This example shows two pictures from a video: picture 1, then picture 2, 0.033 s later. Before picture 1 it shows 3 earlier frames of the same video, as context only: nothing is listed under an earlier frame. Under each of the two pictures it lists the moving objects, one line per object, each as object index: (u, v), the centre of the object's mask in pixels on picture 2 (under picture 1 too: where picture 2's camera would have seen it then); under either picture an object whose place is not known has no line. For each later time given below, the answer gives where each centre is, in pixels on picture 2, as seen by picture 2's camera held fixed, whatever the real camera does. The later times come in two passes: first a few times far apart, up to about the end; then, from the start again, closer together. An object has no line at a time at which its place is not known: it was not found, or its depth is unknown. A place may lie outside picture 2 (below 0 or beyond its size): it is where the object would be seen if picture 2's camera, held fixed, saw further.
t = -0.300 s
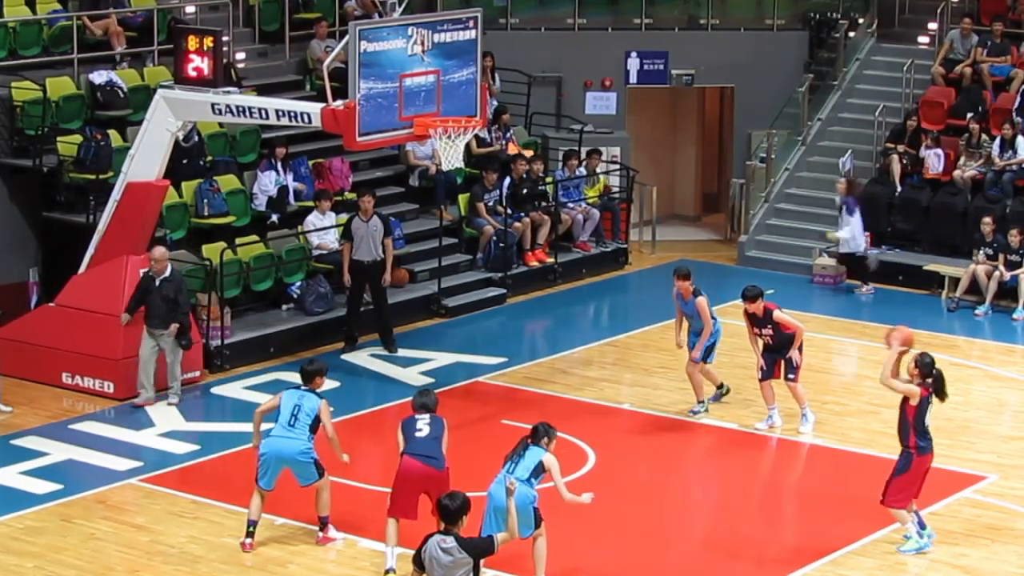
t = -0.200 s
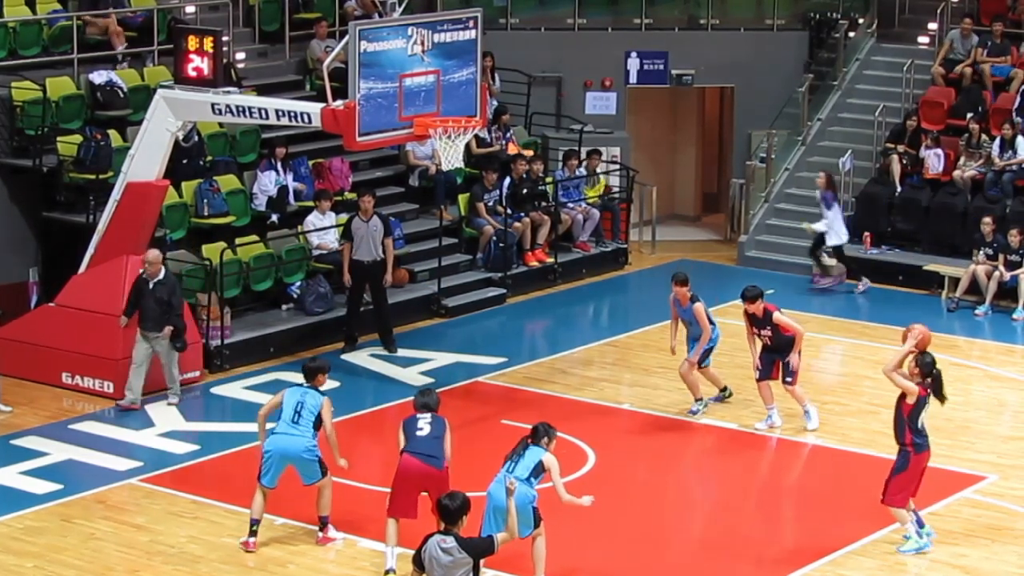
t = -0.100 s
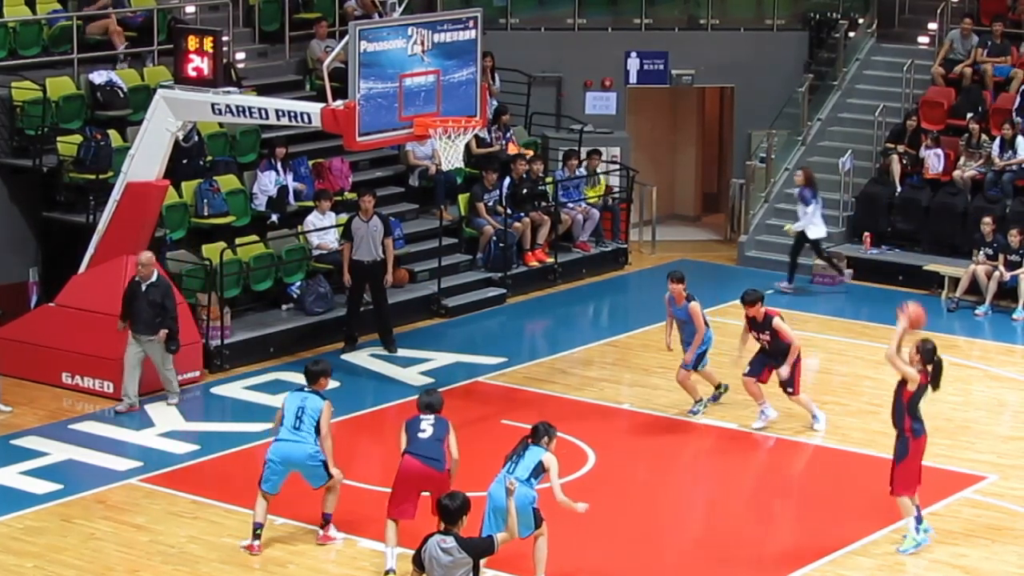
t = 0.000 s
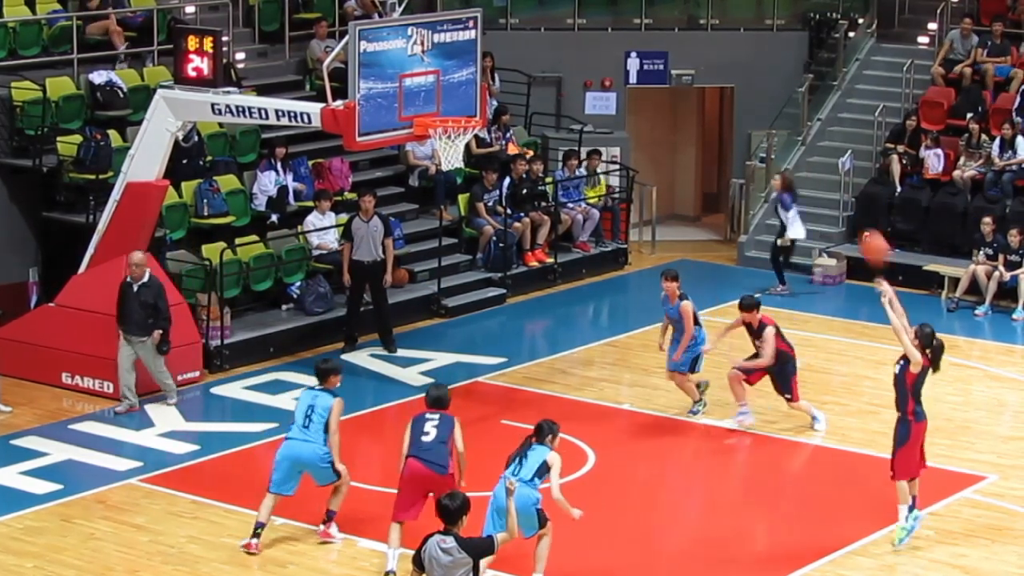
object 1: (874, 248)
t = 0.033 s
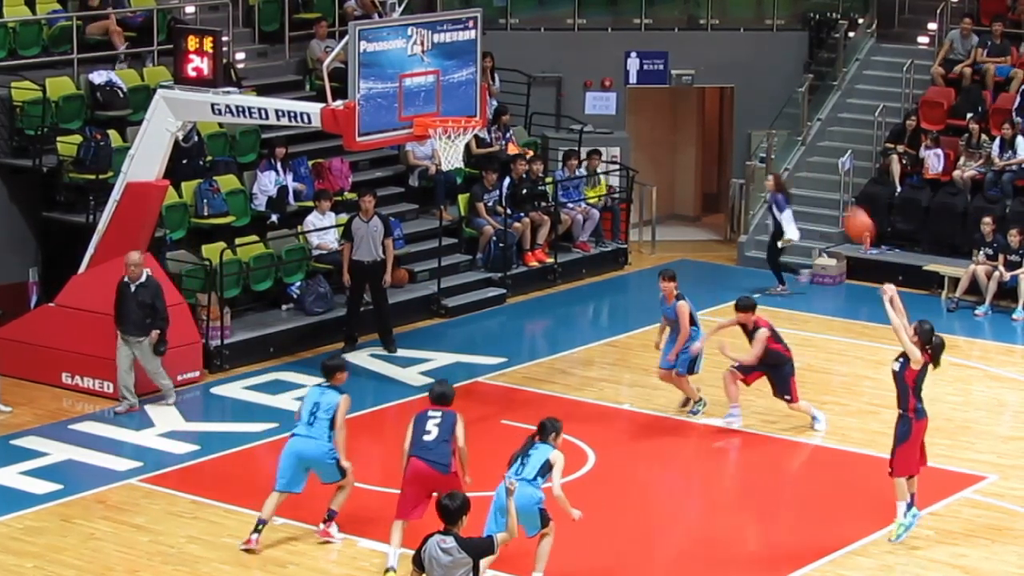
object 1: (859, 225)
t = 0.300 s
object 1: (727, 90)
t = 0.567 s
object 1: (602, 45)
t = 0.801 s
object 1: (499, 71)
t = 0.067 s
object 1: (842, 203)
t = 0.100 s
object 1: (824, 181)
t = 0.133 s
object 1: (808, 164)
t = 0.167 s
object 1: (791, 145)
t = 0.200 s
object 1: (775, 130)
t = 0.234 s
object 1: (758, 115)
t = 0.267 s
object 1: (742, 102)
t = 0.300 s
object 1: (727, 90)
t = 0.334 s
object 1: (710, 79)
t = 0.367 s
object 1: (694, 70)
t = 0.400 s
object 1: (679, 63)
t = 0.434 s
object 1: (663, 56)
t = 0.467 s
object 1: (648, 50)
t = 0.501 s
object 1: (632, 47)
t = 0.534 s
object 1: (617, 45)
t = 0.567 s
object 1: (602, 45)
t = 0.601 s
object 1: (587, 45)
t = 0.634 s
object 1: (572, 46)
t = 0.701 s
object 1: (543, 53)
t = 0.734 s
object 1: (528, 58)
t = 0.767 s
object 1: (514, 64)
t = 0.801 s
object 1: (499, 71)
